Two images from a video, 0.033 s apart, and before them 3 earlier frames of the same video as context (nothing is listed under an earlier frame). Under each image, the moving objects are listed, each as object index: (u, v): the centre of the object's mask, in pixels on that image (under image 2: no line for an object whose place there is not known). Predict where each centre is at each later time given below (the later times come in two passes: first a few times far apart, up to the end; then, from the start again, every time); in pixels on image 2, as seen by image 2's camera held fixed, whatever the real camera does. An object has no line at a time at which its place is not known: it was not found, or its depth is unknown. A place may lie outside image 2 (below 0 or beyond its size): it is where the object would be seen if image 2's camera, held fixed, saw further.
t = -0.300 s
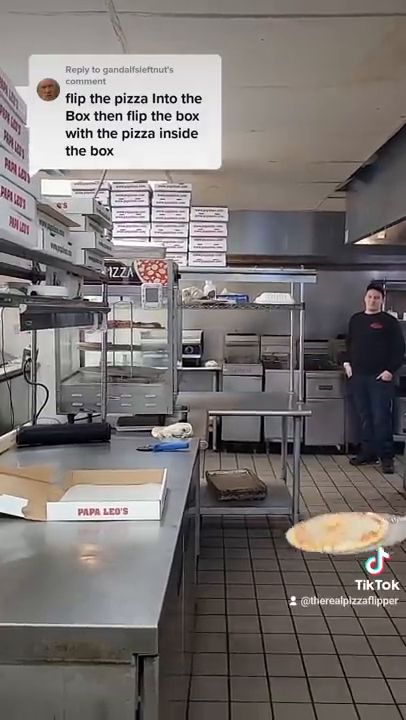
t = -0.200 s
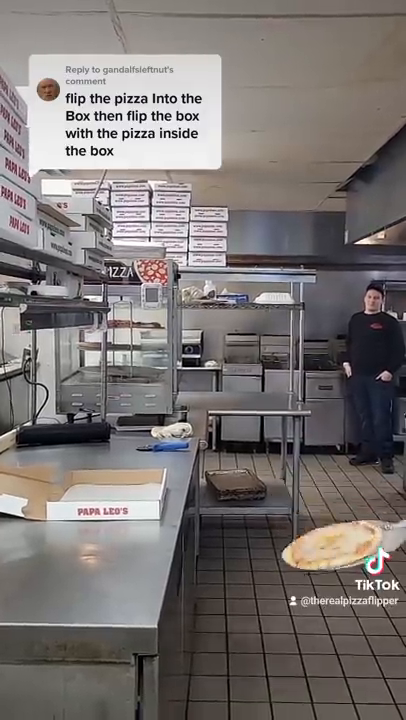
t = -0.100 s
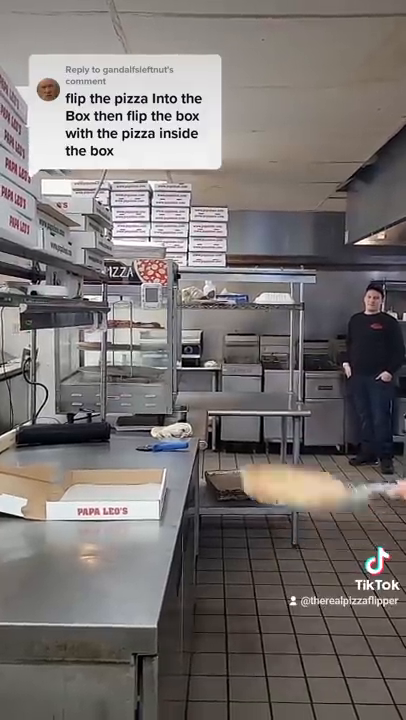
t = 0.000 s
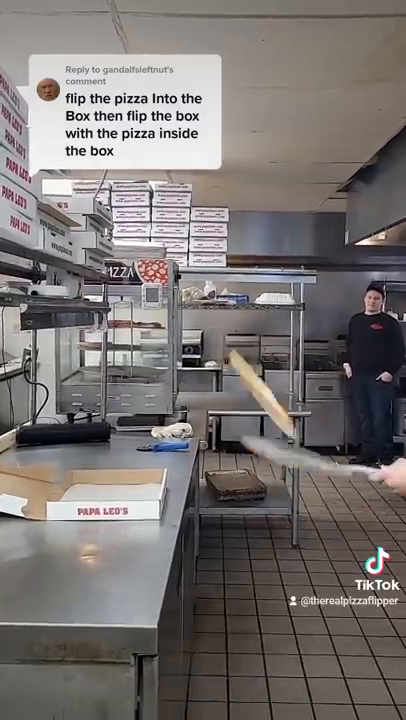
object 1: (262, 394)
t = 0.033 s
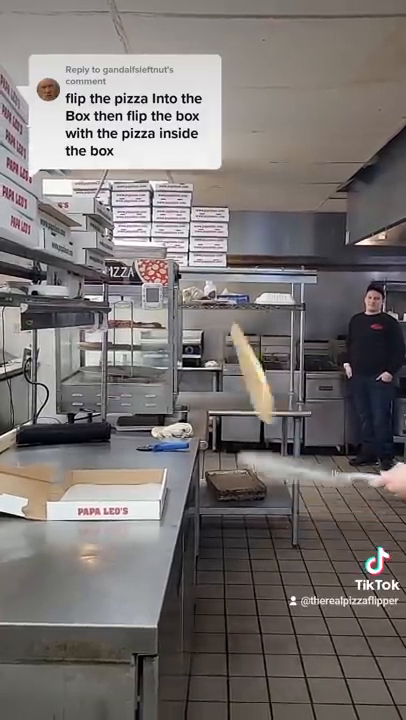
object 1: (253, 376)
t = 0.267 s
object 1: (181, 329)
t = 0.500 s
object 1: (105, 455)
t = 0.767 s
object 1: (86, 487)
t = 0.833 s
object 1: (86, 487)
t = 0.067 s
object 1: (242, 361)
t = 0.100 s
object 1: (230, 347)
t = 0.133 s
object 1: (219, 336)
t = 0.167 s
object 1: (209, 327)
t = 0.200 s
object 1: (200, 323)
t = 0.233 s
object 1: (190, 324)
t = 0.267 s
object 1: (181, 329)
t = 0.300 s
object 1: (173, 339)
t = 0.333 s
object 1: (159, 351)
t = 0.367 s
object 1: (147, 365)
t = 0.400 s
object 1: (137, 385)
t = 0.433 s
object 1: (126, 408)
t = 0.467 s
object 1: (115, 431)
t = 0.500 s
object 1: (105, 455)
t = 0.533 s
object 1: (98, 474)
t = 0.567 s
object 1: (94, 482)
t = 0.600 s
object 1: (90, 484)
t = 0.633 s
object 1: (87, 484)
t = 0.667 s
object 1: (86, 486)
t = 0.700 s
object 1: (86, 487)
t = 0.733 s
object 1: (86, 487)
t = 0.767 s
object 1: (86, 487)
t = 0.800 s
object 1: (86, 487)
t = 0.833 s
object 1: (86, 487)
